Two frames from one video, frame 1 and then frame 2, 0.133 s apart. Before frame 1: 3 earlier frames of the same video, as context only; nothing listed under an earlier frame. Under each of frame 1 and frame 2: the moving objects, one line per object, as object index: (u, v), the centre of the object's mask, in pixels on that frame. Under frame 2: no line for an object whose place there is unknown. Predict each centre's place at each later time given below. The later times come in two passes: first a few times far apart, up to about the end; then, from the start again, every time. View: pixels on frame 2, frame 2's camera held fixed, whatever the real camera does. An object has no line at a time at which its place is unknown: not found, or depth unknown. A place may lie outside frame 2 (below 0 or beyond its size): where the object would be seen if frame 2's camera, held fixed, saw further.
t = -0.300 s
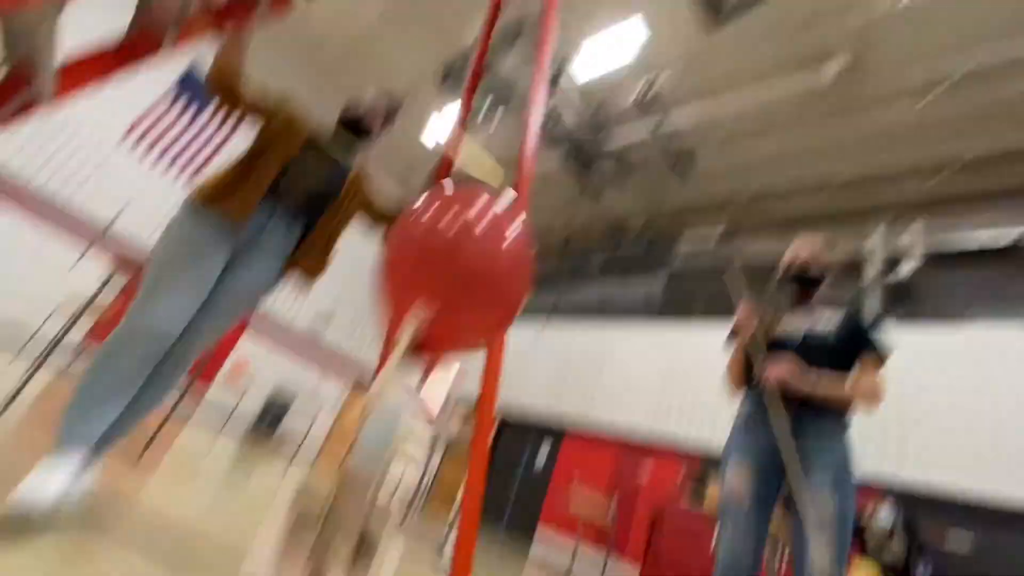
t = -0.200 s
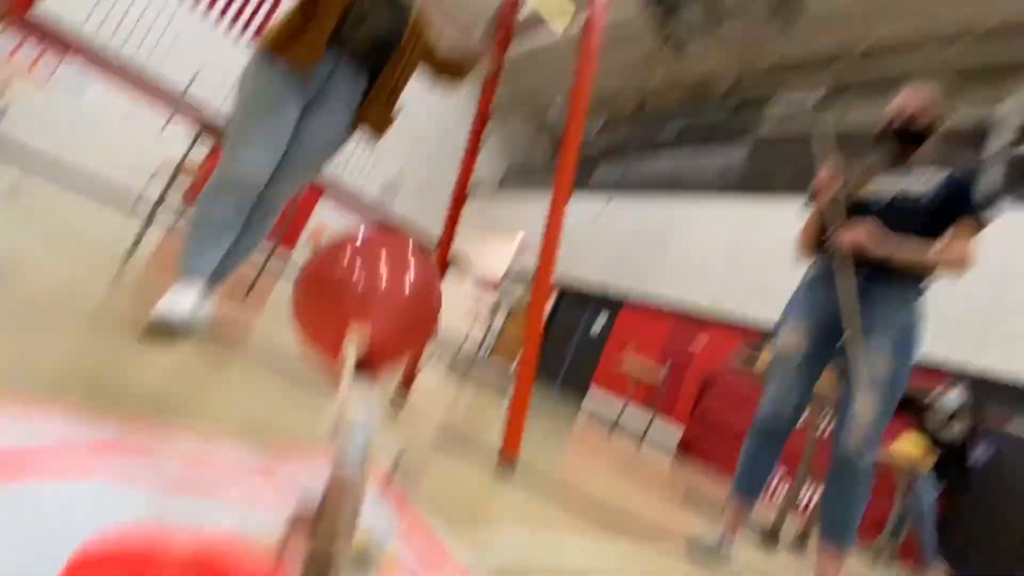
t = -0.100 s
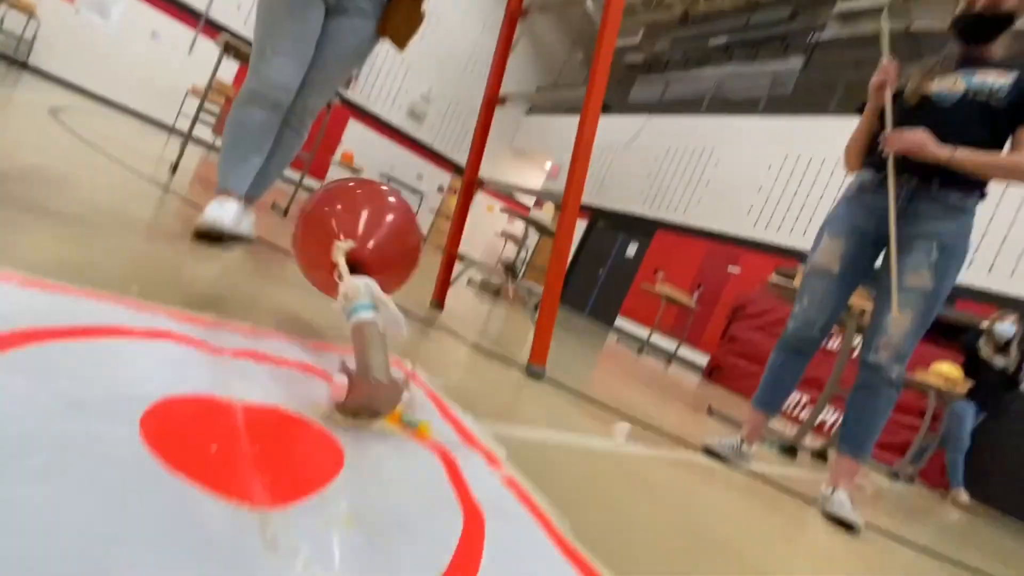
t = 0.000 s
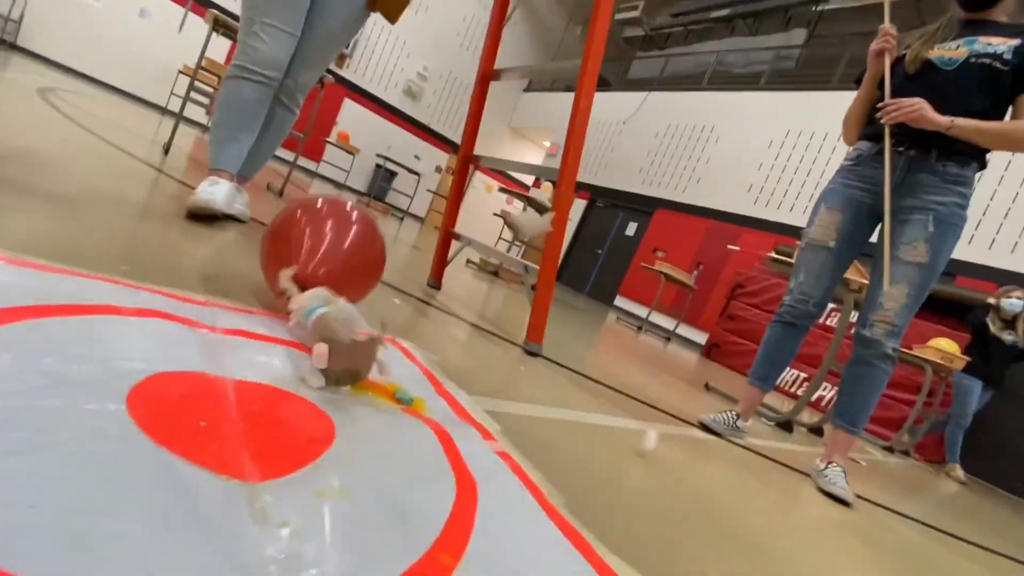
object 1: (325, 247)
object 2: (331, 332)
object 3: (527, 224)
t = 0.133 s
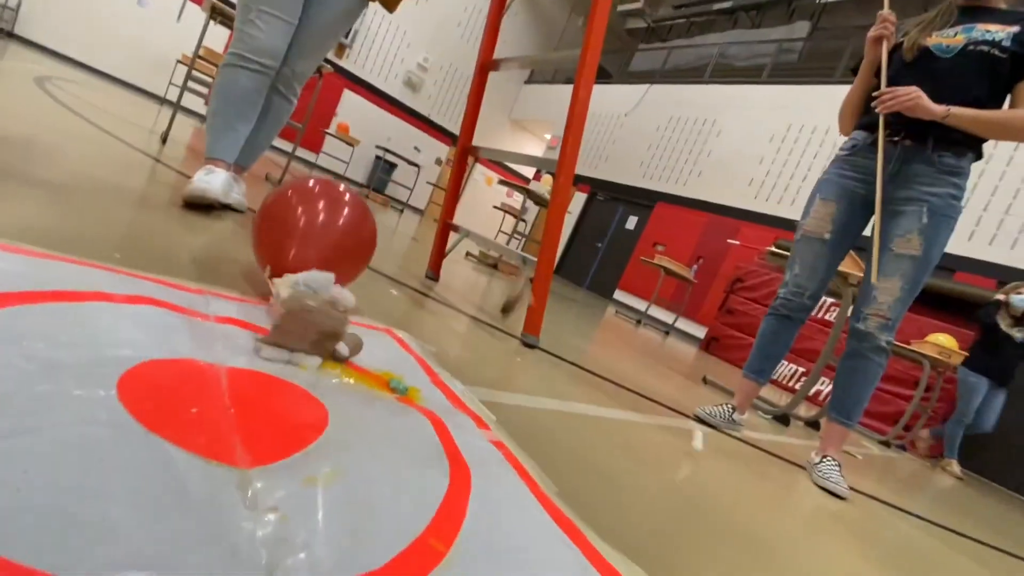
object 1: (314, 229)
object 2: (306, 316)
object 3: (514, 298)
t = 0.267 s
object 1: (295, 226)
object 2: (287, 314)
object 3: (477, 402)
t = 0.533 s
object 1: (290, 225)
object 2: (287, 315)
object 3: (494, 401)
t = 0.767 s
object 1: (290, 225)
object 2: (286, 315)
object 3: (495, 402)
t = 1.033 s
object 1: (290, 226)
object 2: (286, 315)
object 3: (495, 402)
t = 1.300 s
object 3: (495, 402)
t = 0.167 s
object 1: (311, 225)
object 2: (297, 316)
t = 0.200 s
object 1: (305, 224)
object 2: (289, 315)
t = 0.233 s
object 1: (297, 227)
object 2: (289, 315)
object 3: (475, 407)
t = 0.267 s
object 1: (295, 226)
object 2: (287, 314)
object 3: (477, 402)
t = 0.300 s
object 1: (292, 224)
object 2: (286, 314)
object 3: (480, 399)
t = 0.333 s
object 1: (290, 225)
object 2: (287, 314)
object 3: (483, 400)
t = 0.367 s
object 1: (289, 225)
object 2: (285, 314)
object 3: (483, 401)
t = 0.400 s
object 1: (288, 224)
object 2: (285, 315)
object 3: (488, 399)
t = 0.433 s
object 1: (288, 225)
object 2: (285, 315)
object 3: (492, 399)
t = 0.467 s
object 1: (289, 225)
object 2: (286, 315)
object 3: (494, 402)
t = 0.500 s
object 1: (290, 225)
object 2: (286, 315)
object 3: (494, 403)
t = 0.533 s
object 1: (290, 225)
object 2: (287, 315)
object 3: (494, 401)
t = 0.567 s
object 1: (290, 226)
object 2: (287, 315)
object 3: (495, 402)
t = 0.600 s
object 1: (290, 226)
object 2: (286, 315)
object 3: (495, 402)
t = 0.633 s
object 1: (290, 225)
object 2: (286, 315)
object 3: (496, 402)
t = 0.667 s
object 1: (290, 225)
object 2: (286, 315)
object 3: (495, 402)
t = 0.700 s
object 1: (290, 225)
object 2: (286, 315)
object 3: (494, 402)
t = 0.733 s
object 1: (290, 225)
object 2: (286, 315)
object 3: (494, 402)
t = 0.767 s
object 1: (290, 225)
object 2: (286, 315)
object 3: (495, 402)
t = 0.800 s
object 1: (290, 225)
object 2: (286, 315)
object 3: (495, 402)
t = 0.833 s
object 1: (290, 225)
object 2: (286, 315)
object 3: (495, 402)
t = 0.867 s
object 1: (290, 225)
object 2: (286, 315)
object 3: (495, 402)
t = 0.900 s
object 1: (291, 225)
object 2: (286, 315)
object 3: (495, 402)
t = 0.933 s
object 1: (291, 226)
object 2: (286, 315)
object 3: (495, 402)
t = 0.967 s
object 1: (290, 226)
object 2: (286, 315)
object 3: (494, 402)
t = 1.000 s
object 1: (291, 226)
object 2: (286, 315)
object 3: (495, 402)
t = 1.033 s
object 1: (290, 226)
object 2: (286, 315)
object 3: (495, 402)
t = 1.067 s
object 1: (291, 225)
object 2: (286, 315)
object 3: (495, 402)
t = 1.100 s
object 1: (291, 226)
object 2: (286, 315)
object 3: (495, 402)
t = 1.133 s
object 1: (291, 226)
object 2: (286, 315)
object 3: (495, 402)
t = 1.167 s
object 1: (291, 226)
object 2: (286, 315)
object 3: (495, 402)
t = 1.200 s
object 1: (291, 225)
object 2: (286, 315)
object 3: (495, 402)
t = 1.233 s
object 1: (291, 225)
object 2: (286, 315)
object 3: (495, 402)
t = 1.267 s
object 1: (291, 226)
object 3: (495, 401)
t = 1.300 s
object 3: (495, 402)
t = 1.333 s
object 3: (495, 402)
